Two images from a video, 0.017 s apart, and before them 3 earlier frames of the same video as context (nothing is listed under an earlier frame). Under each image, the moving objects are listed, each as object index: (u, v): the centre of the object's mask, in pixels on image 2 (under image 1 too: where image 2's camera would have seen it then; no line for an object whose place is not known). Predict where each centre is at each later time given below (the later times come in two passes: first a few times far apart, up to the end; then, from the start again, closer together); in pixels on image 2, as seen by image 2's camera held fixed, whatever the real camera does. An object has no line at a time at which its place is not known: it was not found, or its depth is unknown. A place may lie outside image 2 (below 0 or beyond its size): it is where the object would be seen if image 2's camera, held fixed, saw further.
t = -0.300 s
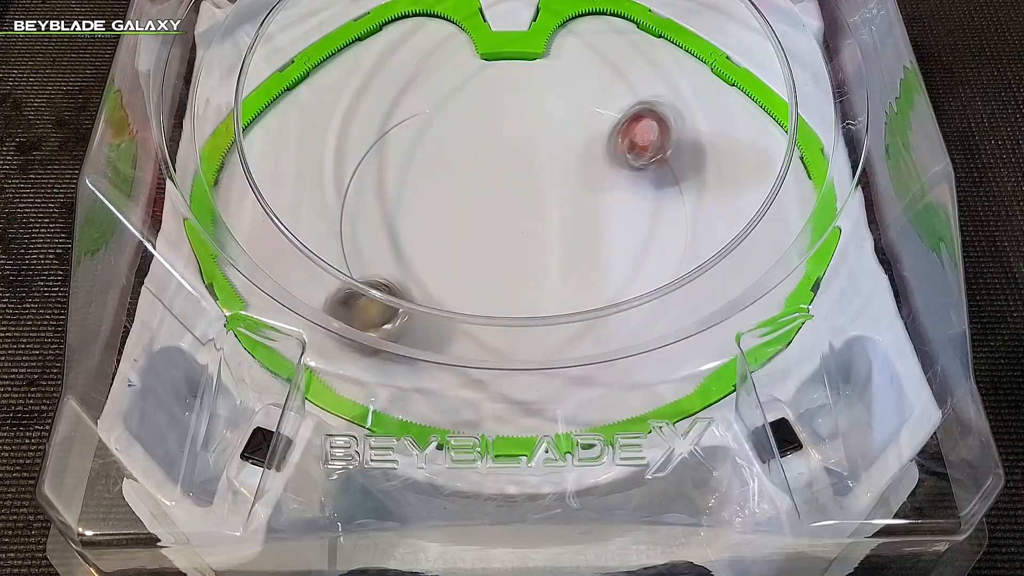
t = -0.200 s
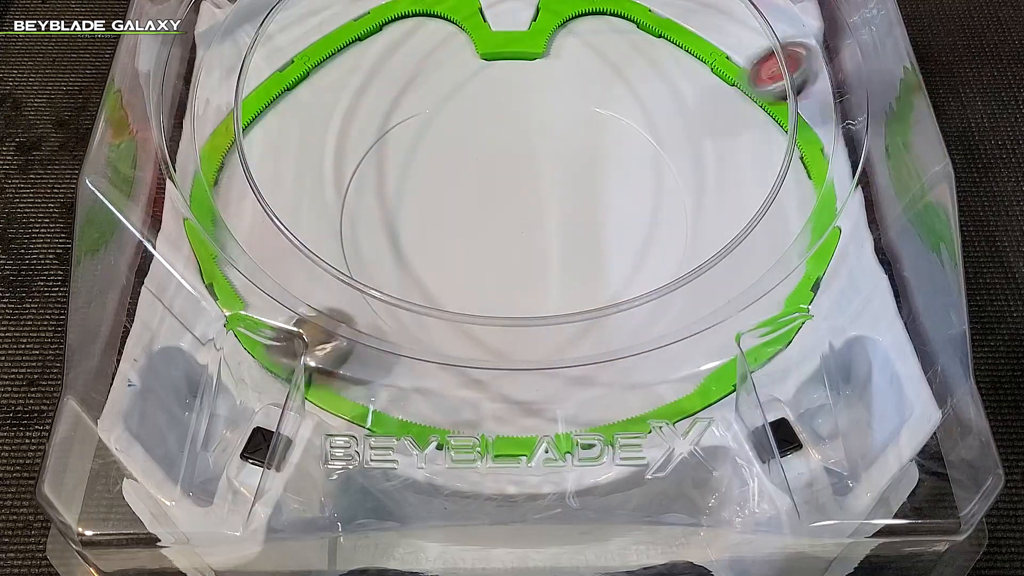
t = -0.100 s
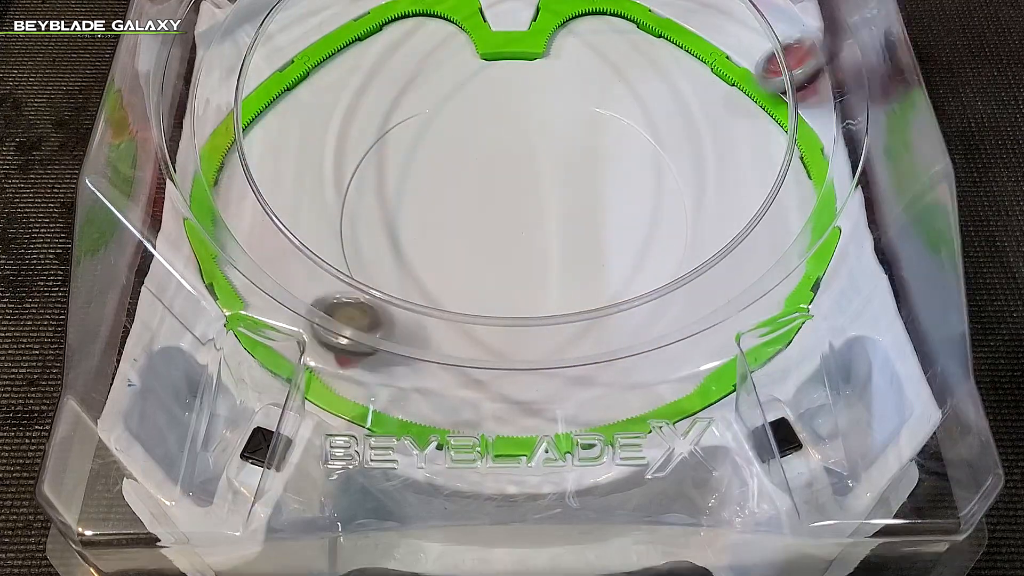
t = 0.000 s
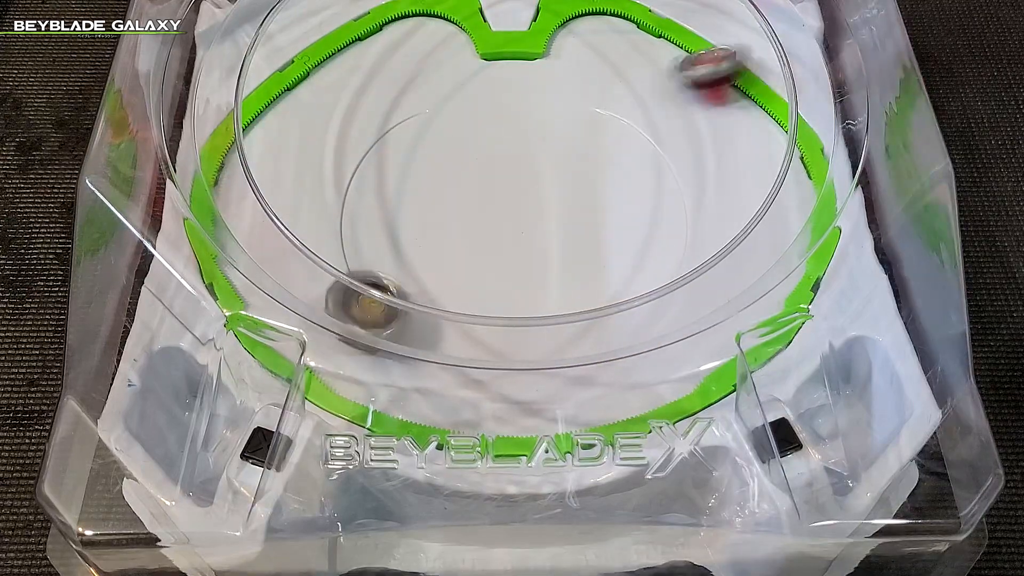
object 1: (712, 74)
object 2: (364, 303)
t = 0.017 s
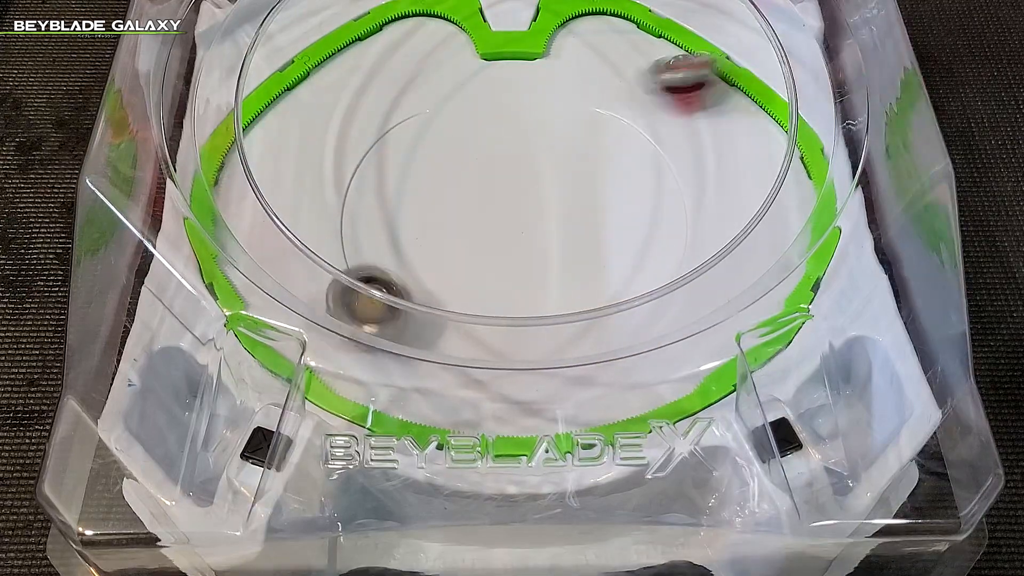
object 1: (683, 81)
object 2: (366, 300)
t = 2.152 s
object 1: (518, 156)
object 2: (621, 156)
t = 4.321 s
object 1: (487, 224)
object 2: (547, 252)
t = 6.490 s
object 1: (484, 197)
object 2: (528, 264)
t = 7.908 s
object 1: (486, 196)
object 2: (528, 264)
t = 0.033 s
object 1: (654, 89)
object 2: (367, 297)
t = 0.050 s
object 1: (626, 99)
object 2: (369, 289)
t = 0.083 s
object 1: (567, 125)
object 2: (376, 279)
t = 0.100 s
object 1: (535, 131)
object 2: (383, 267)
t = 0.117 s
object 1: (509, 140)
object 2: (388, 264)
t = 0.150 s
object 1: (453, 154)
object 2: (400, 259)
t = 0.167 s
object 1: (427, 161)
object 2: (407, 254)
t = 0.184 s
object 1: (403, 169)
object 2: (414, 250)
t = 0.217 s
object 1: (362, 176)
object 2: (428, 241)
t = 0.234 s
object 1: (346, 180)
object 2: (437, 236)
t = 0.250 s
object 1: (333, 180)
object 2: (442, 232)
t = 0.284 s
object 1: (307, 192)
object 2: (457, 224)
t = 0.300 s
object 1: (296, 195)
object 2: (465, 220)
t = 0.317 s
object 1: (283, 198)
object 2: (474, 216)
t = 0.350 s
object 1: (259, 200)
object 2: (490, 210)
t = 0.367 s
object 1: (249, 200)
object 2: (497, 207)
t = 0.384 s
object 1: (245, 198)
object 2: (506, 205)
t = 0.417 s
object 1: (240, 195)
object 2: (522, 201)
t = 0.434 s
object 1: (240, 194)
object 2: (529, 200)
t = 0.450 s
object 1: (242, 189)
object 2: (536, 199)
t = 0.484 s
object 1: (250, 181)
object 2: (552, 196)
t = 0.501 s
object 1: (252, 177)
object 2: (561, 195)
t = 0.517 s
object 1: (257, 171)
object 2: (570, 195)
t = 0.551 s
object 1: (262, 164)
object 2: (587, 194)
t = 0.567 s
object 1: (263, 160)
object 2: (595, 195)
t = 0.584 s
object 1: (264, 155)
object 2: (604, 195)
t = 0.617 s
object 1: (267, 145)
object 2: (620, 197)
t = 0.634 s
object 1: (272, 141)
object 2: (629, 198)
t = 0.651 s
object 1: (275, 137)
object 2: (635, 199)
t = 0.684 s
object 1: (280, 127)
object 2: (654, 204)
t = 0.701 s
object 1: (286, 125)
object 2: (662, 205)
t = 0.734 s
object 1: (296, 122)
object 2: (676, 210)
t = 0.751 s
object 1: (301, 119)
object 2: (677, 212)
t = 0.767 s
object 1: (307, 118)
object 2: (675, 213)
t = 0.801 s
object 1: (319, 116)
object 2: (668, 218)
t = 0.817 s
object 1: (326, 115)
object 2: (663, 222)
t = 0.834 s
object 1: (332, 114)
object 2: (657, 223)
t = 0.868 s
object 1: (348, 116)
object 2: (645, 227)
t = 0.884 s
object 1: (355, 117)
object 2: (638, 228)
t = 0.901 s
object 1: (363, 120)
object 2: (632, 230)
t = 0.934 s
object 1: (379, 127)
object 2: (619, 237)
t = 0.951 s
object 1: (389, 133)
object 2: (612, 240)
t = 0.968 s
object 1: (396, 139)
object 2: (605, 244)
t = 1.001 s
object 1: (410, 152)
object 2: (593, 250)
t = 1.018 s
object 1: (418, 159)
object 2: (586, 252)
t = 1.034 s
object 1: (426, 168)
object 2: (578, 255)
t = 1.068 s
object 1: (444, 185)
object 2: (561, 258)
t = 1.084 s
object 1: (454, 195)
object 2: (552, 259)
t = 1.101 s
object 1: (465, 203)
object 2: (542, 261)
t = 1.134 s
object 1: (483, 208)
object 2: (531, 275)
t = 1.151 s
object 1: (485, 200)
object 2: (532, 288)
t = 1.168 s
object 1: (489, 194)
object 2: (535, 289)
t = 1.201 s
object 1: (498, 179)
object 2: (538, 307)
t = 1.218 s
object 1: (502, 168)
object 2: (545, 326)
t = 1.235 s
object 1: (508, 160)
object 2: (543, 336)
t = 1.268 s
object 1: (517, 155)
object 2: (556, 348)
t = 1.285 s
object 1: (523, 155)
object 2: (555, 348)
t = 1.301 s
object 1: (527, 157)
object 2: (558, 353)
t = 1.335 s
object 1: (537, 147)
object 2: (564, 358)
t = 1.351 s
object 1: (542, 143)
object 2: (570, 358)
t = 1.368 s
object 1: (548, 142)
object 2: (572, 355)
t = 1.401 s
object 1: (556, 147)
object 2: (579, 353)
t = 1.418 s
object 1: (560, 150)
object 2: (581, 349)
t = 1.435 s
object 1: (562, 149)
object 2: (584, 338)
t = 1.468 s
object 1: (564, 149)
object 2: (593, 327)
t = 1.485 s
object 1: (564, 150)
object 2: (597, 323)
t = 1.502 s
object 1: (562, 152)
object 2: (601, 320)
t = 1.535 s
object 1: (556, 157)
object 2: (611, 308)
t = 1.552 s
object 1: (553, 160)
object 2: (616, 304)
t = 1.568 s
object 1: (549, 162)
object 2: (620, 296)
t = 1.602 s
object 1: (543, 165)
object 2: (630, 287)
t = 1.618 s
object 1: (540, 165)
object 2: (635, 282)
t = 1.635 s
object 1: (537, 165)
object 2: (642, 280)
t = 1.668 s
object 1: (531, 164)
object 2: (650, 264)
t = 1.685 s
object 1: (528, 164)
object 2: (655, 260)
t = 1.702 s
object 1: (524, 163)
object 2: (659, 257)
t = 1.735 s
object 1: (521, 161)
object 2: (669, 249)
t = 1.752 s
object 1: (520, 160)
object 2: (672, 245)
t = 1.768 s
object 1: (519, 158)
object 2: (677, 240)
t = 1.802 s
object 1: (519, 155)
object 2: (685, 231)
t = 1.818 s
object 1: (519, 154)
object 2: (687, 226)
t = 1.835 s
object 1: (518, 152)
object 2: (687, 222)
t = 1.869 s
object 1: (516, 149)
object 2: (683, 212)
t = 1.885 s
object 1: (515, 148)
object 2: (681, 207)
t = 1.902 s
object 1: (514, 147)
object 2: (680, 202)
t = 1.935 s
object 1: (515, 145)
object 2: (677, 194)
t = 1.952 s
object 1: (515, 144)
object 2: (676, 190)
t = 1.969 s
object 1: (516, 143)
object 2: (675, 186)
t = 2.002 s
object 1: (517, 142)
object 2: (670, 180)
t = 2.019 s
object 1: (518, 142)
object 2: (668, 177)
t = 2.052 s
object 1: (520, 145)
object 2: (658, 171)
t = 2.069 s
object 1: (520, 146)
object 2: (654, 168)
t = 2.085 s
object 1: (520, 147)
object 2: (648, 165)
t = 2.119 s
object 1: (520, 153)
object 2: (634, 160)
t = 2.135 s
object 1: (519, 155)
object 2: (627, 157)
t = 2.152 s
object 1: (518, 156)
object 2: (621, 156)
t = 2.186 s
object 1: (516, 160)
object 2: (609, 154)
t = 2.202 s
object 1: (516, 162)
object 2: (604, 153)
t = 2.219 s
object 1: (515, 164)
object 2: (598, 151)
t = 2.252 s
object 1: (514, 166)
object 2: (588, 148)
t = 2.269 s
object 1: (512, 169)
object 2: (582, 145)
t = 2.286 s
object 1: (508, 172)
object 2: (578, 143)
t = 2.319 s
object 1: (499, 176)
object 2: (571, 137)
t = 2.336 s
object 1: (494, 175)
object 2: (569, 135)
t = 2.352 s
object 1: (490, 177)
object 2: (564, 131)
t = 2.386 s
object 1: (480, 179)
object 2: (555, 126)
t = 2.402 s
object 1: (476, 178)
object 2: (550, 123)
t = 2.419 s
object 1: (472, 182)
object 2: (546, 120)
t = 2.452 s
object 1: (464, 188)
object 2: (535, 115)
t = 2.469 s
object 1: (461, 187)
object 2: (531, 114)
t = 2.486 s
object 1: (459, 187)
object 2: (527, 112)
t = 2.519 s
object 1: (456, 186)
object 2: (518, 111)
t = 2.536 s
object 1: (455, 185)
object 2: (513, 111)
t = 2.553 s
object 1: (456, 184)
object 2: (509, 111)
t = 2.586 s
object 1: (460, 183)
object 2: (502, 113)
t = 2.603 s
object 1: (461, 181)
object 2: (498, 114)
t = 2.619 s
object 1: (462, 181)
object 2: (494, 116)
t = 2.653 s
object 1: (465, 184)
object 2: (488, 118)
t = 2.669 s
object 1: (464, 189)
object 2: (489, 117)
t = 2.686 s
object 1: (463, 191)
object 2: (490, 116)
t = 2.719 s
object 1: (463, 200)
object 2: (489, 117)
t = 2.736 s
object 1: (463, 204)
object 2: (489, 117)
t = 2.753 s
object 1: (462, 203)
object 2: (491, 117)
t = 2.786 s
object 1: (465, 200)
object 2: (494, 118)
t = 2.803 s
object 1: (466, 206)
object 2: (494, 121)
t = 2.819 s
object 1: (468, 213)
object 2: (494, 124)
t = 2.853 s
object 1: (471, 216)
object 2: (494, 129)
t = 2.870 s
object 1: (474, 215)
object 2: (495, 132)
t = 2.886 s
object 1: (478, 217)
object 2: (497, 135)
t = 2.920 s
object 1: (484, 224)
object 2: (501, 145)
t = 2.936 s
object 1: (486, 229)
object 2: (502, 150)
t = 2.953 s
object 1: (489, 230)
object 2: (503, 154)
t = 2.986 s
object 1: (497, 232)
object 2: (504, 163)
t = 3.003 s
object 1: (499, 235)
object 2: (503, 167)
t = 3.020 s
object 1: (500, 241)
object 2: (504, 171)
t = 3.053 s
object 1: (506, 250)
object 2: (510, 176)
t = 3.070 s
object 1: (506, 259)
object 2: (511, 177)
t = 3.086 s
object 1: (505, 266)
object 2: (512, 178)
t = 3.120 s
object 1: (508, 277)
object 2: (512, 179)
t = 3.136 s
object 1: (507, 283)
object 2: (512, 179)
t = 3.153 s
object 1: (506, 287)
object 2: (512, 180)
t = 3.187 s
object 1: (502, 290)
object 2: (509, 180)
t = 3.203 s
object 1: (501, 290)
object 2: (505, 180)
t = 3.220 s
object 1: (500, 292)
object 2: (502, 181)
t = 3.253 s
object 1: (496, 293)
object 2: (496, 182)
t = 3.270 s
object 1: (494, 294)
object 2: (492, 182)
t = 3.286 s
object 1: (493, 295)
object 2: (489, 182)
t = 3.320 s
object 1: (492, 297)
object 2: (483, 182)
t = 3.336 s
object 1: (492, 297)
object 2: (482, 182)
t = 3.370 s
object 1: (493, 295)
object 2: (477, 182)
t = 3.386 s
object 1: (494, 294)
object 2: (476, 182)
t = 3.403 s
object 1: (495, 292)
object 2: (475, 182)
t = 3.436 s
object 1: (496, 289)
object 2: (474, 182)
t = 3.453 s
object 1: (496, 288)
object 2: (475, 182)
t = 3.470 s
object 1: (496, 287)
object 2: (475, 182)
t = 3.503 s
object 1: (496, 285)
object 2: (476, 183)
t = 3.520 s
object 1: (495, 283)
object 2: (477, 182)
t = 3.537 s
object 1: (495, 281)
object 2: (478, 183)
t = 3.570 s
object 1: (492, 277)
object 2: (479, 182)
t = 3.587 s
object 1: (490, 276)
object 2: (480, 182)
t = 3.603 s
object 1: (489, 274)
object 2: (481, 182)
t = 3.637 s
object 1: (487, 269)
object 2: (484, 182)
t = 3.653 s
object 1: (485, 267)
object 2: (486, 183)
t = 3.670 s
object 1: (483, 265)
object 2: (487, 185)
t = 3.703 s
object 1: (480, 259)
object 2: (489, 188)
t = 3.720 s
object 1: (478, 253)
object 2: (490, 190)
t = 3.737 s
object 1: (477, 249)
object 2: (491, 191)
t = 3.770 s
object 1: (476, 243)
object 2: (496, 193)
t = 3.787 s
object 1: (475, 241)
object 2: (499, 194)
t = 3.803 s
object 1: (474, 240)
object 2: (502, 196)
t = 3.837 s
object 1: (468, 245)
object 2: (510, 196)
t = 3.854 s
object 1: (463, 248)
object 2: (517, 194)
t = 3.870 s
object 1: (454, 254)
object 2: (524, 194)
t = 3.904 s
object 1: (451, 259)
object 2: (536, 195)
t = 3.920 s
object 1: (452, 260)
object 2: (541, 198)
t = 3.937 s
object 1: (452, 262)
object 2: (545, 201)
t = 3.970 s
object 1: (451, 265)
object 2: (548, 210)
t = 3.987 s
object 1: (451, 265)
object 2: (550, 211)
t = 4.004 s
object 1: (452, 264)
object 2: (551, 213)
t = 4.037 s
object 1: (455, 264)
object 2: (553, 218)
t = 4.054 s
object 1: (458, 263)
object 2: (554, 220)
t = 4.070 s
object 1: (461, 262)
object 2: (554, 222)
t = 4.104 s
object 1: (467, 259)
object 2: (555, 225)
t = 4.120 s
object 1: (469, 257)
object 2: (555, 226)
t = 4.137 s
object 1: (470, 254)
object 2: (556, 228)
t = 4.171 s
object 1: (474, 251)
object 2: (555, 232)
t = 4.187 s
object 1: (475, 249)
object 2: (555, 235)
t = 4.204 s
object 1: (478, 247)
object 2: (554, 236)
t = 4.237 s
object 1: (483, 242)
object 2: (552, 240)
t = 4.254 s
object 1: (485, 239)
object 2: (550, 242)
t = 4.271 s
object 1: (485, 235)
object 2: (547, 245)
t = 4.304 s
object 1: (486, 227)
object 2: (548, 250)
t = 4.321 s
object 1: (487, 224)
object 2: (547, 252)
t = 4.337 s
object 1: (487, 221)
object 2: (546, 254)
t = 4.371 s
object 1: (488, 216)
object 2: (541, 258)
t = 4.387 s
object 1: (488, 214)
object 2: (537, 259)
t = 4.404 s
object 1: (488, 212)
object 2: (534, 260)
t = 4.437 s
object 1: (487, 206)
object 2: (530, 261)
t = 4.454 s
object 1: (487, 204)
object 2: (528, 262)
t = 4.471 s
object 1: (488, 202)
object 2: (526, 263)
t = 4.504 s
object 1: (491, 198)
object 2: (525, 265)
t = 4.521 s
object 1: (492, 195)
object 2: (525, 266)
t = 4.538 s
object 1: (492, 193)
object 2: (525, 268)
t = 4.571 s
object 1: (492, 190)
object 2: (527, 270)
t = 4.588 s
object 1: (492, 190)
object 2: (529, 269)
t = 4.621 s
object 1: (491, 190)
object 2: (532, 269)
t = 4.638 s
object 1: (489, 191)
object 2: (533, 269)
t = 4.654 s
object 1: (488, 193)
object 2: (533, 268)
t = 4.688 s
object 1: (485, 196)
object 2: (531, 269)
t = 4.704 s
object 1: (483, 197)
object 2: (530, 269)
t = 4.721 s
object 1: (481, 198)
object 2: (528, 269)
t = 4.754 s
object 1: (480, 199)
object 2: (526, 268)
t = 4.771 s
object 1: (480, 199)
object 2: (525, 268)
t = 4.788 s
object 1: (481, 199)
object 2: (524, 269)
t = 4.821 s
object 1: (484, 197)
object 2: (525, 269)
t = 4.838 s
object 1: (486, 196)
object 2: (526, 269)
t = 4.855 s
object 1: (487, 194)
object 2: (528, 269)
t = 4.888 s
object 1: (489, 192)
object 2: (530, 269)
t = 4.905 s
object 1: (490, 191)
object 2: (530, 269)
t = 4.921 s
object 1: (490, 190)
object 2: (531, 269)
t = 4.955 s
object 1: (490, 191)
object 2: (531, 270)
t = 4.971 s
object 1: (489, 192)
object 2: (530, 269)
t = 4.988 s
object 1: (489, 193)
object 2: (530, 269)
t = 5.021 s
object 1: (486, 195)
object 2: (528, 268)
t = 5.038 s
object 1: (485, 196)
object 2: (527, 268)
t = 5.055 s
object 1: (484, 197)
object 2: (527, 267)
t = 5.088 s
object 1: (481, 199)
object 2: (527, 267)
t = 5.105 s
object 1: (481, 199)
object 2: (528, 268)
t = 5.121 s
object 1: (481, 199)
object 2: (529, 268)
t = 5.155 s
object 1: (483, 198)
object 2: (530, 268)
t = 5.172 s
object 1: (484, 197)
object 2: (531, 268)
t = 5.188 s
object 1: (485, 196)
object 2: (531, 268)
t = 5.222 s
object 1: (487, 194)
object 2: (530, 268)
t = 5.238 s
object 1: (488, 193)
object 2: (529, 267)
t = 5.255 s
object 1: (489, 192)
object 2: (528, 266)
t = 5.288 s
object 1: (489, 191)
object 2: (528, 264)
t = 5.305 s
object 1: (489, 191)
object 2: (528, 264)
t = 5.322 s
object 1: (489, 192)
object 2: (529, 264)
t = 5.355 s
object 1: (488, 194)
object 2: (529, 265)
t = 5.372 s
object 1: (487, 194)
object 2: (530, 265)
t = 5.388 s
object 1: (486, 195)
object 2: (530, 265)
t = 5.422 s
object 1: (484, 197)
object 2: (529, 264)
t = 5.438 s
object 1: (483, 197)
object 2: (528, 264)
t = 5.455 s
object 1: (483, 198)
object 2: (528, 263)
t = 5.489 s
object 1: (481, 199)
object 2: (528, 264)
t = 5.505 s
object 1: (481, 199)
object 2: (529, 264)
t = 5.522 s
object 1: (482, 199)
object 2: (529, 264)
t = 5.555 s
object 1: (483, 198)
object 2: (529, 264)
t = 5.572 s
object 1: (483, 197)
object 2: (529, 264)
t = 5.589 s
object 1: (484, 197)
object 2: (528, 264)
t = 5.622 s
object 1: (486, 196)
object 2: (528, 264)
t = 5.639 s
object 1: (486, 195)
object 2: (528, 264)
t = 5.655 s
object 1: (487, 194)
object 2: (528, 264)
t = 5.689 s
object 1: (488, 193)
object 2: (528, 264)
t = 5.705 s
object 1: (489, 192)
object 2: (528, 264)
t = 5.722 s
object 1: (489, 192)
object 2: (528, 264)
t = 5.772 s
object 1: (489, 193)
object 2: (528, 264)
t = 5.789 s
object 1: (488, 193)
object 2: (528, 264)
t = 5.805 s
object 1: (487, 194)
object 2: (528, 264)
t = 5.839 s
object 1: (486, 195)
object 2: (528, 264)
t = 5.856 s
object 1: (485, 196)
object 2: (528, 264)
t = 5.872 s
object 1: (485, 197)
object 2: (528, 264)
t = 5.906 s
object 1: (484, 197)
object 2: (528, 264)
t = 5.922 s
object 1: (483, 198)
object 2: (528, 264)
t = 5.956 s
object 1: (483, 198)
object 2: (528, 264)
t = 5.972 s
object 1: (482, 198)
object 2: (528, 264)
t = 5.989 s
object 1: (482, 198)
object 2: (528, 264)
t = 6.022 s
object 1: (482, 198)
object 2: (528, 264)
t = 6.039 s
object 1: (482, 198)
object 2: (528, 264)
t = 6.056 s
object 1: (482, 198)
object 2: (528, 264)
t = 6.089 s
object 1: (483, 198)
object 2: (528, 264)
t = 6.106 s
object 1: (483, 197)
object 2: (528, 264)
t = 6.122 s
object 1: (484, 197)
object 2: (528, 264)
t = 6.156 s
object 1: (485, 196)
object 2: (528, 264)
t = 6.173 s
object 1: (486, 195)
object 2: (528, 264)
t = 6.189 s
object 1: (487, 195)
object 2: (528, 264)
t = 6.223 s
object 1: (488, 194)
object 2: (528, 264)
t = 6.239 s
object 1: (488, 193)
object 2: (528, 264)
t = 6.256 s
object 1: (489, 193)
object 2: (528, 264)
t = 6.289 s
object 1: (489, 192)
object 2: (528, 264)
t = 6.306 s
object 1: (489, 192)
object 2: (528, 264)
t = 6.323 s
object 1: (489, 193)
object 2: (528, 264)
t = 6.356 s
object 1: (488, 194)
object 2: (528, 264)
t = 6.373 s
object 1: (488, 194)
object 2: (528, 264)
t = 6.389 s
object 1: (487, 195)
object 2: (528, 264)
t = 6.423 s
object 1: (486, 195)
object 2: (528, 264)
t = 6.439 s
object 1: (486, 196)
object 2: (528, 264)
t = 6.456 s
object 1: (485, 196)
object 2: (528, 264)
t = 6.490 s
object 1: (484, 197)
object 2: (528, 264)
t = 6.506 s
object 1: (484, 197)
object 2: (528, 264)
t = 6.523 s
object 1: (484, 197)
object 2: (528, 264)
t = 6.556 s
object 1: (484, 197)
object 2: (528, 264)
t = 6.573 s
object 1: (484, 197)
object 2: (528, 264)
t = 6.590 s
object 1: (484, 197)
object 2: (528, 264)
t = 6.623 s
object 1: (485, 196)
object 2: (528, 264)
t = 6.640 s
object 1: (486, 196)
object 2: (528, 264)
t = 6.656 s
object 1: (486, 195)
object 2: (528, 264)
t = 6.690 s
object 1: (487, 194)
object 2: (528, 264)
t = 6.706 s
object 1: (487, 194)
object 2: (528, 264)
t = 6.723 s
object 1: (488, 194)
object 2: (528, 264)
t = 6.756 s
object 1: (489, 193)
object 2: (528, 264)
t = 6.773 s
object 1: (489, 192)
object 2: (528, 264)
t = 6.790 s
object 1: (489, 192)
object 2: (528, 264)
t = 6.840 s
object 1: (489, 193)
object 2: (528, 264)
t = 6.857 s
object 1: (488, 193)
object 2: (528, 264)
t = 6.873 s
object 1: (488, 194)
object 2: (528, 264)
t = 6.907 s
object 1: (487, 194)
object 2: (528, 264)
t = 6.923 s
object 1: (487, 194)
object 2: (528, 264)
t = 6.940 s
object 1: (487, 195)
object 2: (528, 264)
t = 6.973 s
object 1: (486, 195)
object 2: (528, 264)
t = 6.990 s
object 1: (486, 196)
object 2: (528, 264)
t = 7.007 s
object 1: (485, 196)
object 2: (528, 264)
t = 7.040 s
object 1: (485, 196)
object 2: (528, 264)
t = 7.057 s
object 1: (485, 197)
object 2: (528, 264)
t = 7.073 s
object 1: (485, 197)
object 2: (528, 264)
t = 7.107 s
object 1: (485, 197)
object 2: (528, 264)
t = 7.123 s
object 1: (485, 196)
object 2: (528, 264)
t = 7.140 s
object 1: (486, 196)
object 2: (528, 264)
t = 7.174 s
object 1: (486, 195)
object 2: (528, 264)
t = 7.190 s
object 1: (487, 195)
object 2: (528, 264)
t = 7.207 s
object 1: (487, 195)
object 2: (528, 264)
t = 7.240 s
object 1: (487, 194)
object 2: (528, 264)
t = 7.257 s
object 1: (488, 194)
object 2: (528, 264)
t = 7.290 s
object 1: (488, 193)
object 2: (528, 264)
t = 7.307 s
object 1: (489, 193)
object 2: (528, 264)
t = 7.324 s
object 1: (489, 193)
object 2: (528, 264)
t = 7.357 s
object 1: (489, 192)
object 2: (528, 264)
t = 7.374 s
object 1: (489, 192)
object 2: (528, 264)
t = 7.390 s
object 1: (489, 192)
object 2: (528, 264)
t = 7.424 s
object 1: (489, 193)
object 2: (528, 264)
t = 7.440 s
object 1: (489, 193)
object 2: (528, 264)
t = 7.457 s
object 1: (488, 193)
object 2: (528, 264)
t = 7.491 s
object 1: (488, 194)
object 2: (528, 264)
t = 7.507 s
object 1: (488, 194)
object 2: (528, 264)
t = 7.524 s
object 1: (488, 194)
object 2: (528, 264)
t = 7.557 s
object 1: (488, 194)
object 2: (528, 264)
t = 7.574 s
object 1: (487, 194)
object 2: (528, 264)
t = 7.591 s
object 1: (487, 194)
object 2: (528, 264)
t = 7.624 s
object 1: (487, 194)
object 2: (528, 264)
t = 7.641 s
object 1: (487, 194)
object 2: (528, 264)
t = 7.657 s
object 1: (487, 194)
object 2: (528, 264)
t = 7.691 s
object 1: (487, 194)
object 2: (528, 264)
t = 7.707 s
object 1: (487, 195)
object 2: (528, 264)
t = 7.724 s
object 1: (487, 195)
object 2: (528, 264)
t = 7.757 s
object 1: (487, 195)
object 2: (528, 264)
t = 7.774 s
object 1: (486, 195)
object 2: (528, 264)
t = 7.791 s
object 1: (486, 195)
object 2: (528, 264)
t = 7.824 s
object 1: (485, 196)
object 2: (528, 264)
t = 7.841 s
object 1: (485, 196)
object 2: (528, 264)
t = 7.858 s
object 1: (485, 196)
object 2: (528, 264)
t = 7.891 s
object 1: (485, 196)
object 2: (528, 264)
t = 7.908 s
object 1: (486, 196)
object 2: (528, 264)
